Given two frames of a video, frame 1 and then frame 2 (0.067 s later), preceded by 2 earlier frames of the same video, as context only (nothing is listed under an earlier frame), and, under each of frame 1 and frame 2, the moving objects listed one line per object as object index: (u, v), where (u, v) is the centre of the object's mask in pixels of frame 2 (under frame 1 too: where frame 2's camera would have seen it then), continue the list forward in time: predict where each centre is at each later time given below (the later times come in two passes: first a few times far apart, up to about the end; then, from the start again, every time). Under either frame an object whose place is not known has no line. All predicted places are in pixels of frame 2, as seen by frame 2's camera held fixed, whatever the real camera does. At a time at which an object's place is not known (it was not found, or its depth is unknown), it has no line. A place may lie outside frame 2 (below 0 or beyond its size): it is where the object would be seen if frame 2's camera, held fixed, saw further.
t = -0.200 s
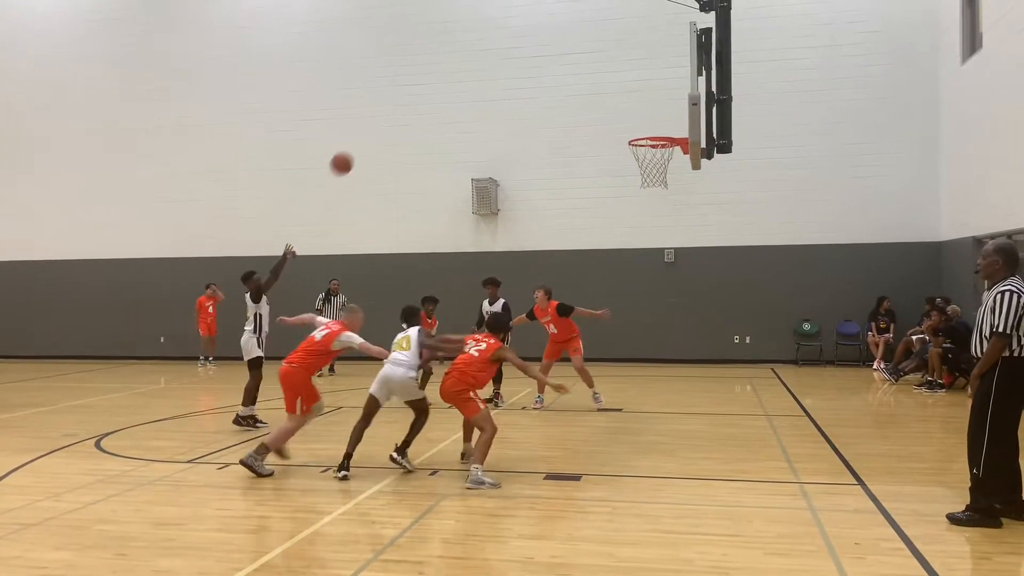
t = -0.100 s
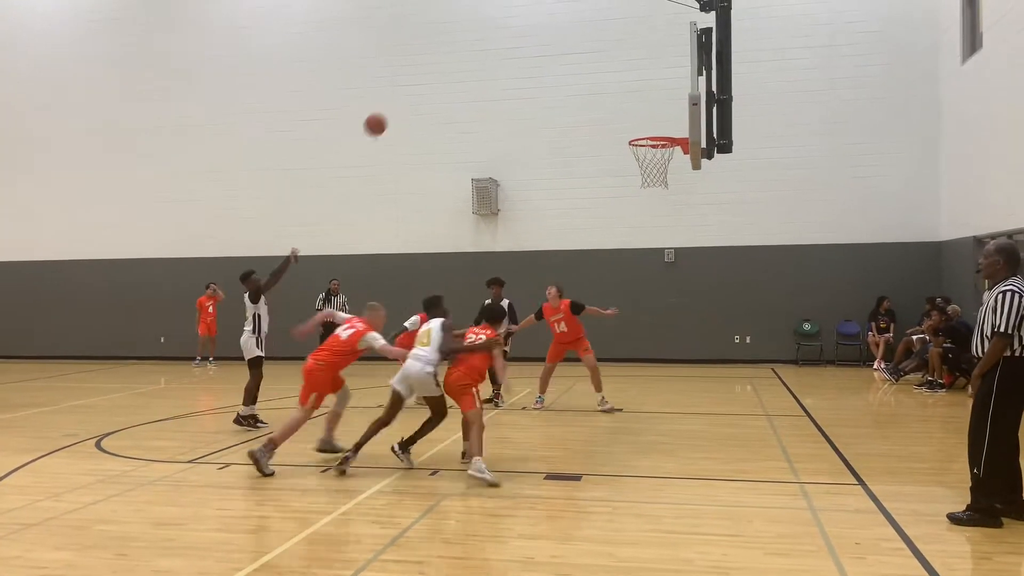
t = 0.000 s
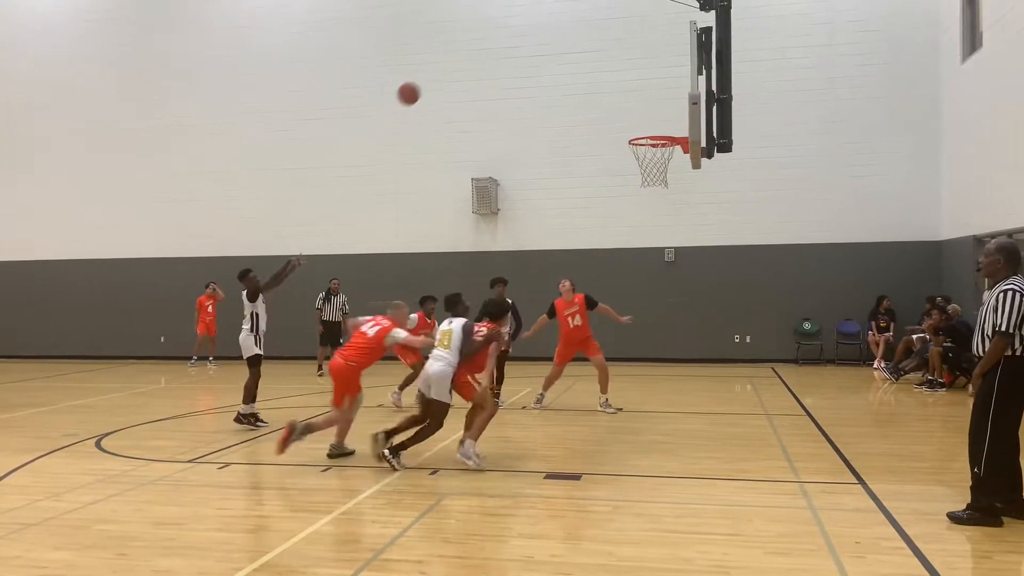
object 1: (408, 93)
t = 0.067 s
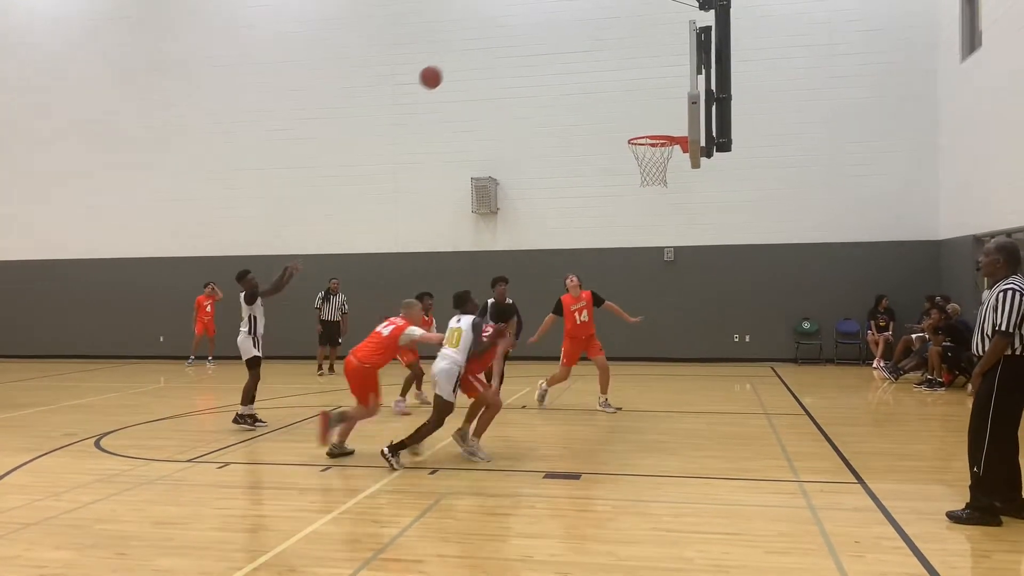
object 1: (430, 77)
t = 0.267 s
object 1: (499, 54)
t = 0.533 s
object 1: (595, 79)
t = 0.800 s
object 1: (640, 126)
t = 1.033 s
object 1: (635, 88)
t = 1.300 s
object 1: (629, 108)
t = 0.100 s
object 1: (442, 71)
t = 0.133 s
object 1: (453, 66)
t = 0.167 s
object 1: (465, 61)
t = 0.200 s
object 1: (476, 58)
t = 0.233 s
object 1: (488, 55)
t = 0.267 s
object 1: (499, 54)
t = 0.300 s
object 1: (511, 53)
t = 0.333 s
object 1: (523, 54)
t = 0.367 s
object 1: (535, 56)
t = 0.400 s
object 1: (547, 58)
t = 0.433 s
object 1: (559, 62)
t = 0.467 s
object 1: (571, 67)
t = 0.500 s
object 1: (584, 72)
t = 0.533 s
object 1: (595, 79)
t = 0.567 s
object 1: (608, 87)
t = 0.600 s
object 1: (620, 96)
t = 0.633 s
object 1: (632, 106)
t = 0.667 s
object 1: (645, 118)
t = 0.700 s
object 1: (658, 127)
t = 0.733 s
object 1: (657, 130)
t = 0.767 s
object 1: (645, 129)
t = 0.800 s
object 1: (640, 126)
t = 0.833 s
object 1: (640, 118)
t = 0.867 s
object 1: (639, 110)
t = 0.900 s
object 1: (638, 103)
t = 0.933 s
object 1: (637, 98)
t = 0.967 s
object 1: (637, 94)
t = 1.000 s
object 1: (636, 91)
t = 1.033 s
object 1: (635, 88)
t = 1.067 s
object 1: (634, 87)
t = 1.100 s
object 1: (634, 87)
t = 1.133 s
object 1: (633, 88)
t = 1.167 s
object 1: (632, 90)
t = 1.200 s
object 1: (631, 93)
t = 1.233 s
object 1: (631, 97)
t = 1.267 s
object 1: (630, 102)
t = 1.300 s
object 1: (629, 108)
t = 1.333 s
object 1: (628, 115)
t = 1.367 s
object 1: (628, 123)
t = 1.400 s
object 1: (626, 130)
